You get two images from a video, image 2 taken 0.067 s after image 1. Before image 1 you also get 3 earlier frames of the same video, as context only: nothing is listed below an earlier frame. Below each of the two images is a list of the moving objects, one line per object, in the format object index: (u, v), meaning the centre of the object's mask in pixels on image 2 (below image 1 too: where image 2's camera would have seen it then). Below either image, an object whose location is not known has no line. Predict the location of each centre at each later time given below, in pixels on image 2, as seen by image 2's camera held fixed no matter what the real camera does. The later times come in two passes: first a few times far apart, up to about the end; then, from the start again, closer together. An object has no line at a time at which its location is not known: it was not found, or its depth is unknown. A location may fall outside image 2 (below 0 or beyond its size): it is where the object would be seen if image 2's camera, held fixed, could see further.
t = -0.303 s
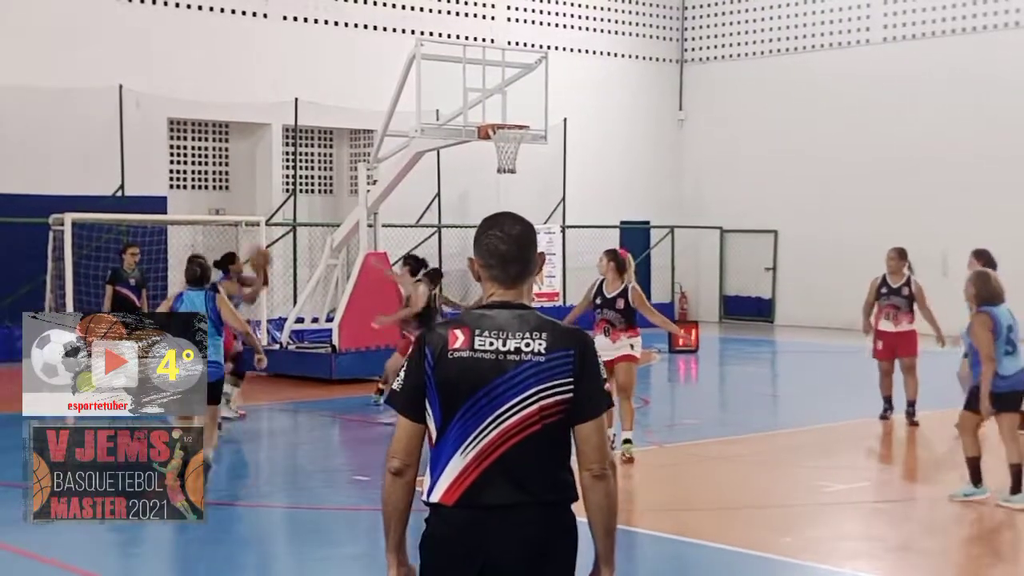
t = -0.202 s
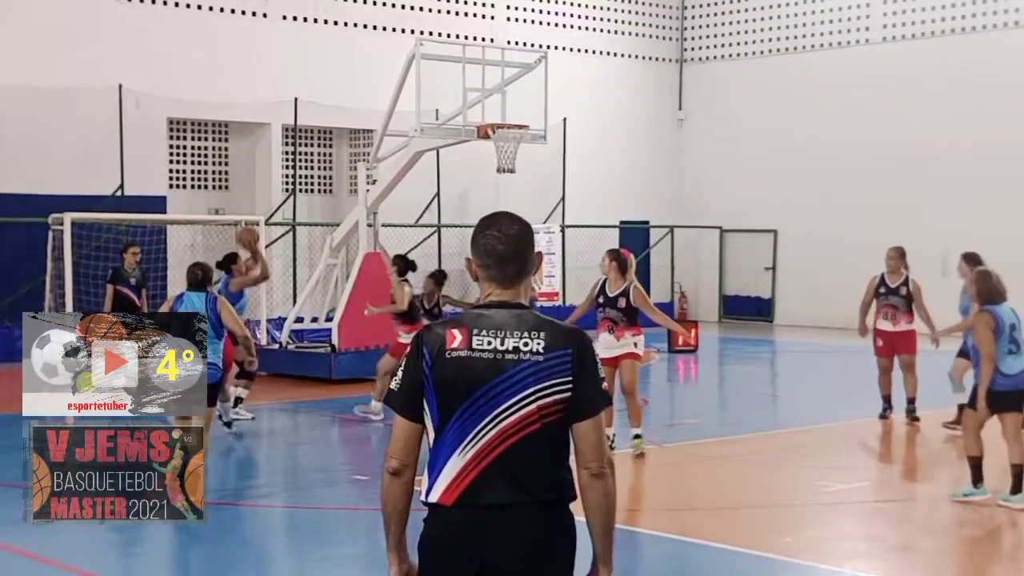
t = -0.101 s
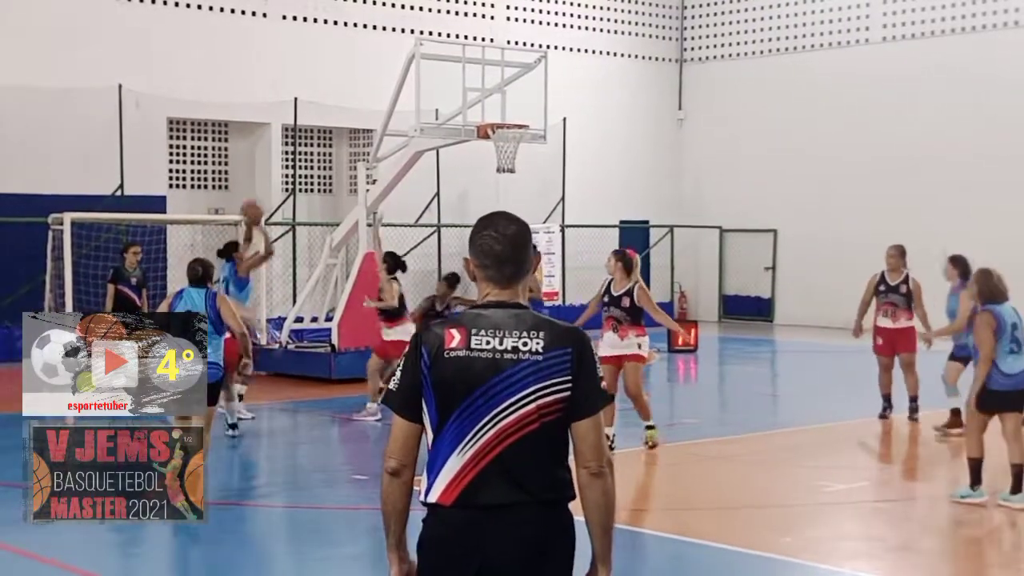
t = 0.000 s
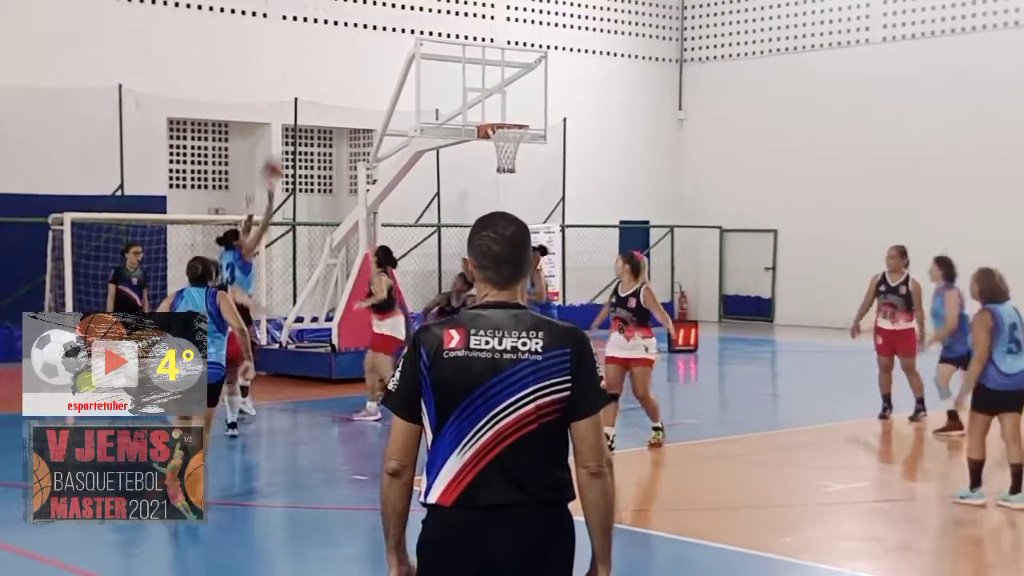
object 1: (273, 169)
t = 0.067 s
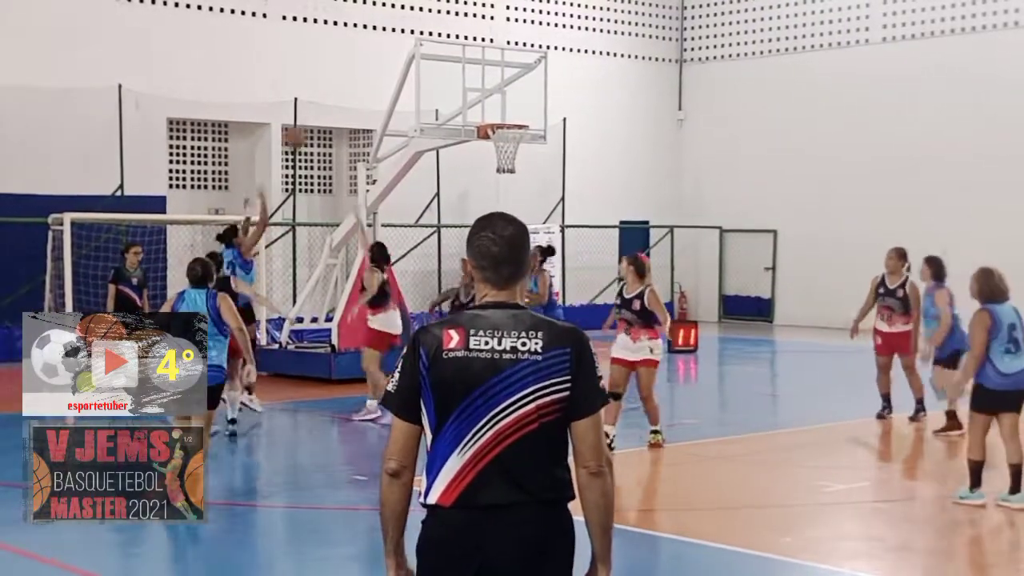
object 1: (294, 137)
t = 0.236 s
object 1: (347, 83)
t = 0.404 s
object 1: (398, 57)
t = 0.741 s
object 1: (483, 78)
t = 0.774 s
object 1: (491, 86)
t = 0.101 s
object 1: (305, 124)
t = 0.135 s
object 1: (317, 111)
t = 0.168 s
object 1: (327, 101)
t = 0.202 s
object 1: (337, 91)
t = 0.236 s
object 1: (347, 83)
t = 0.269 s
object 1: (358, 76)
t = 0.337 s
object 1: (378, 64)
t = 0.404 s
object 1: (398, 57)
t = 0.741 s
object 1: (483, 78)
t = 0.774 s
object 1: (491, 86)
